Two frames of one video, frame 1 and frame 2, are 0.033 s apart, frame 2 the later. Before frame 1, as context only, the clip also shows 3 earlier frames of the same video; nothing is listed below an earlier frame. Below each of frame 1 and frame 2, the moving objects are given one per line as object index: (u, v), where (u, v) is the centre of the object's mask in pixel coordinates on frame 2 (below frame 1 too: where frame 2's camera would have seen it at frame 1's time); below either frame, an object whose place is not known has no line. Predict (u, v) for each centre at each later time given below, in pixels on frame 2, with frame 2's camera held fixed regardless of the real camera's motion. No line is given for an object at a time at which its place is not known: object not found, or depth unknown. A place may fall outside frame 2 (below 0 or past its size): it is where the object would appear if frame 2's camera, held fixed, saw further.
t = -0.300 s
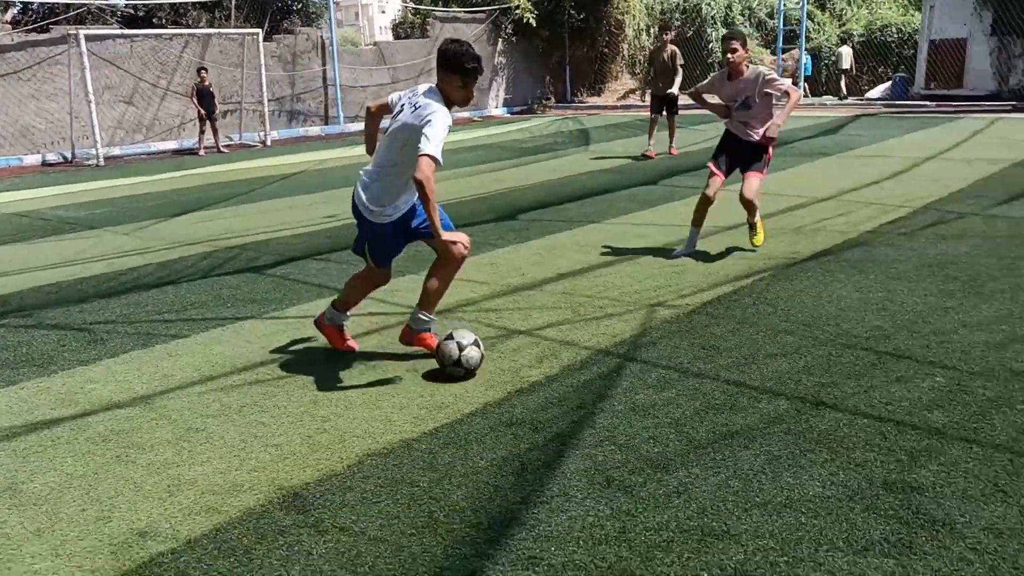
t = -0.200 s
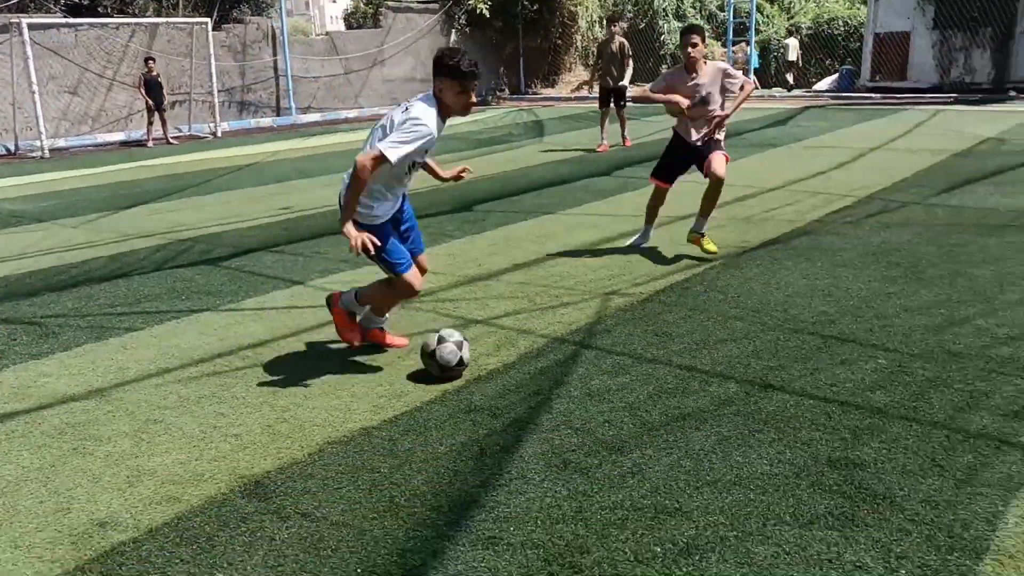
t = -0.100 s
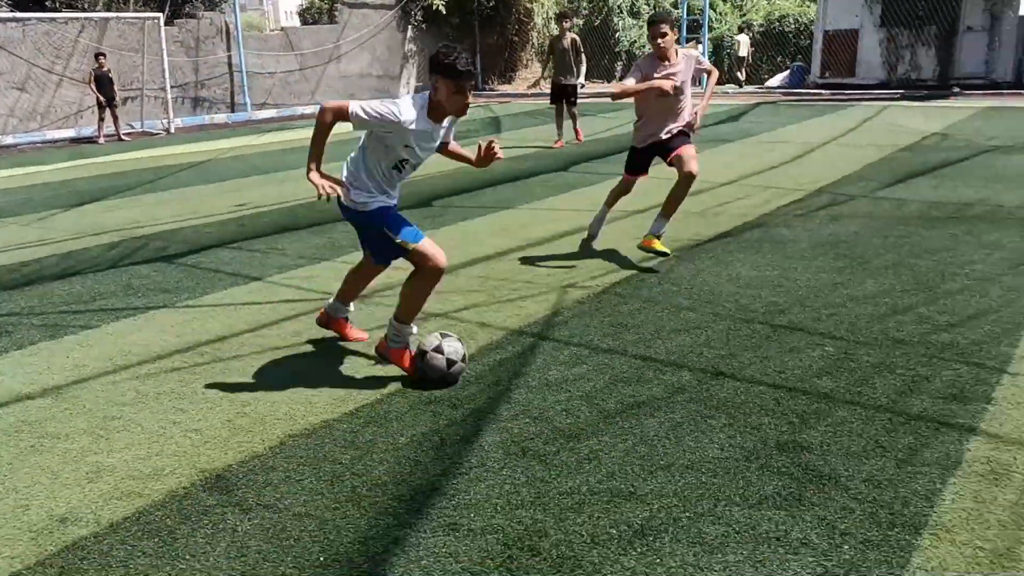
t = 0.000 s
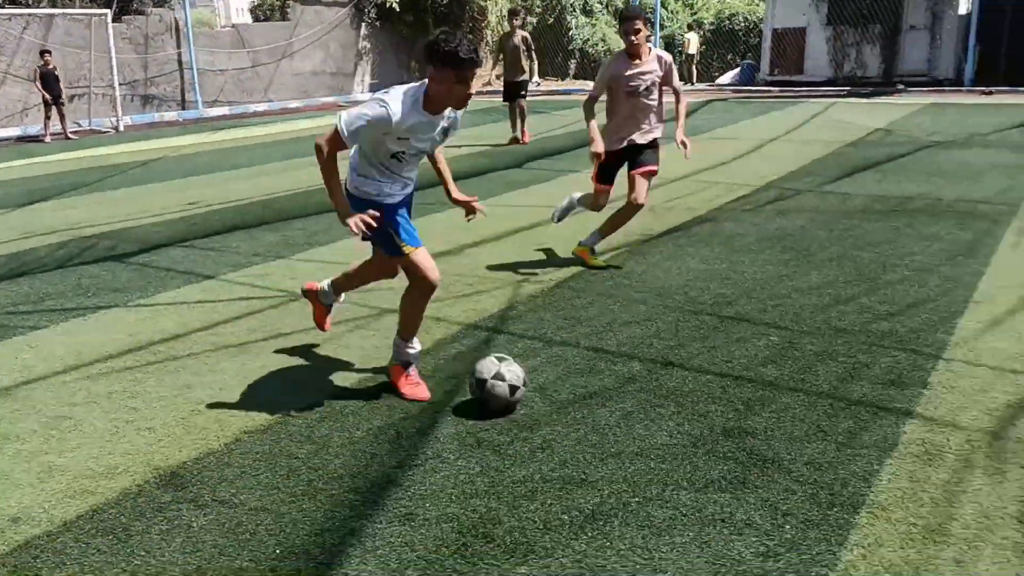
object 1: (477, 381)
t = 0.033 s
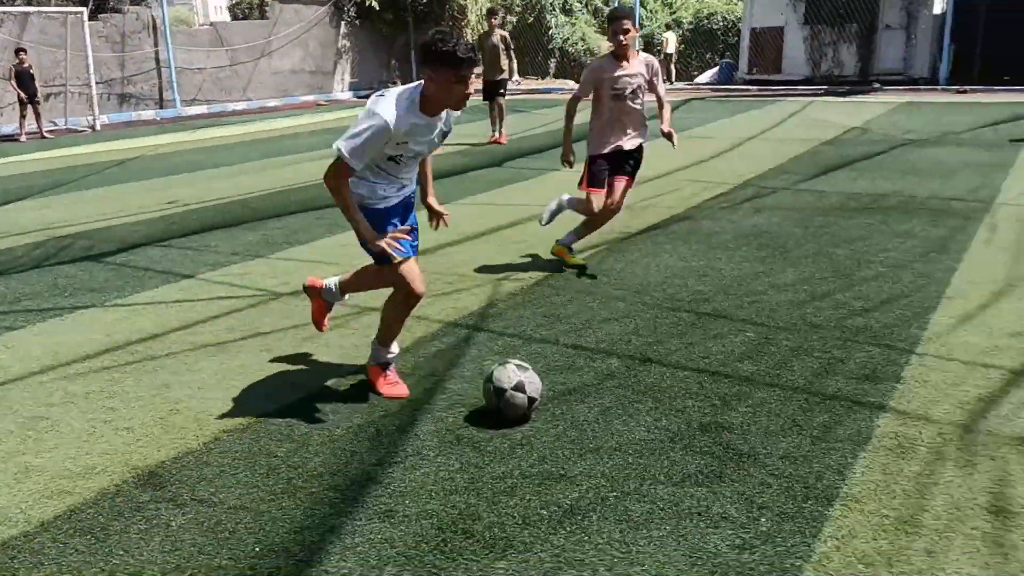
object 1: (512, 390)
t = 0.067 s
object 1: (549, 400)
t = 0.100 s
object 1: (588, 415)
